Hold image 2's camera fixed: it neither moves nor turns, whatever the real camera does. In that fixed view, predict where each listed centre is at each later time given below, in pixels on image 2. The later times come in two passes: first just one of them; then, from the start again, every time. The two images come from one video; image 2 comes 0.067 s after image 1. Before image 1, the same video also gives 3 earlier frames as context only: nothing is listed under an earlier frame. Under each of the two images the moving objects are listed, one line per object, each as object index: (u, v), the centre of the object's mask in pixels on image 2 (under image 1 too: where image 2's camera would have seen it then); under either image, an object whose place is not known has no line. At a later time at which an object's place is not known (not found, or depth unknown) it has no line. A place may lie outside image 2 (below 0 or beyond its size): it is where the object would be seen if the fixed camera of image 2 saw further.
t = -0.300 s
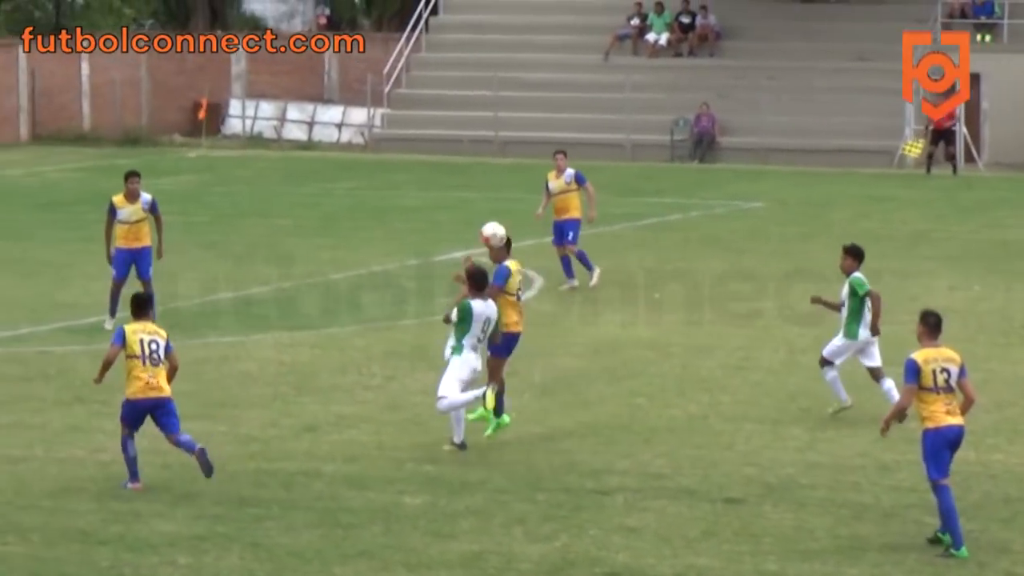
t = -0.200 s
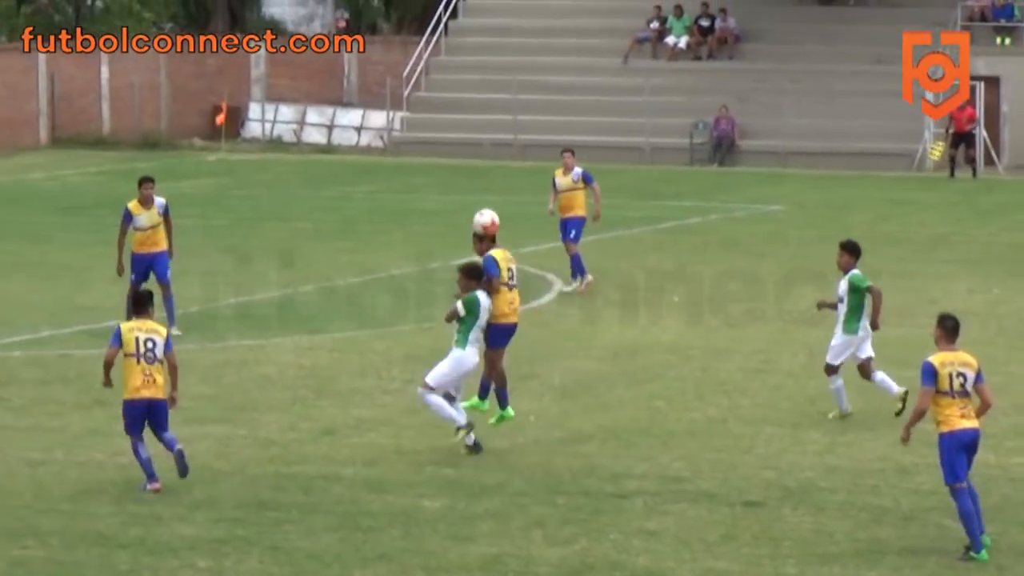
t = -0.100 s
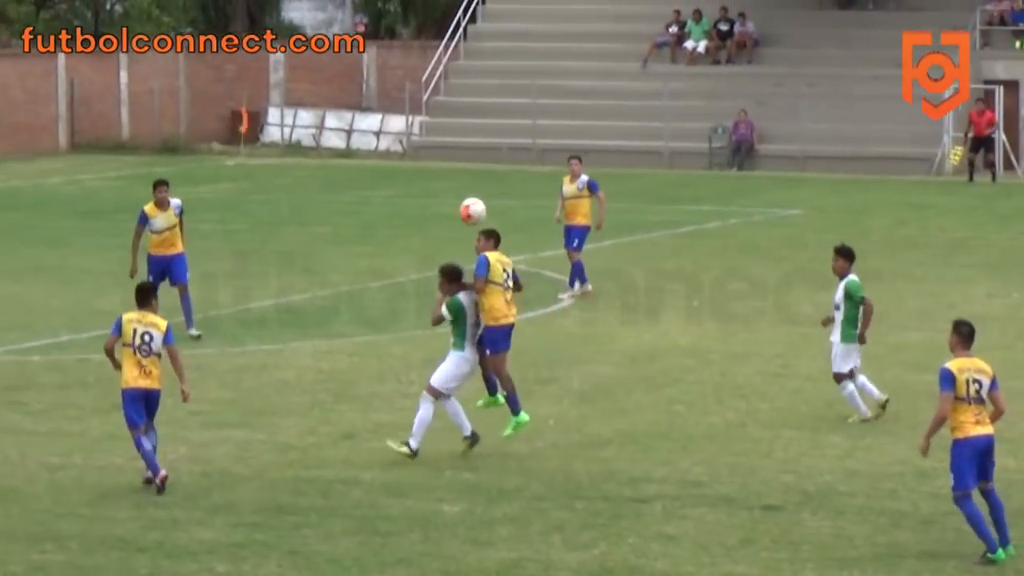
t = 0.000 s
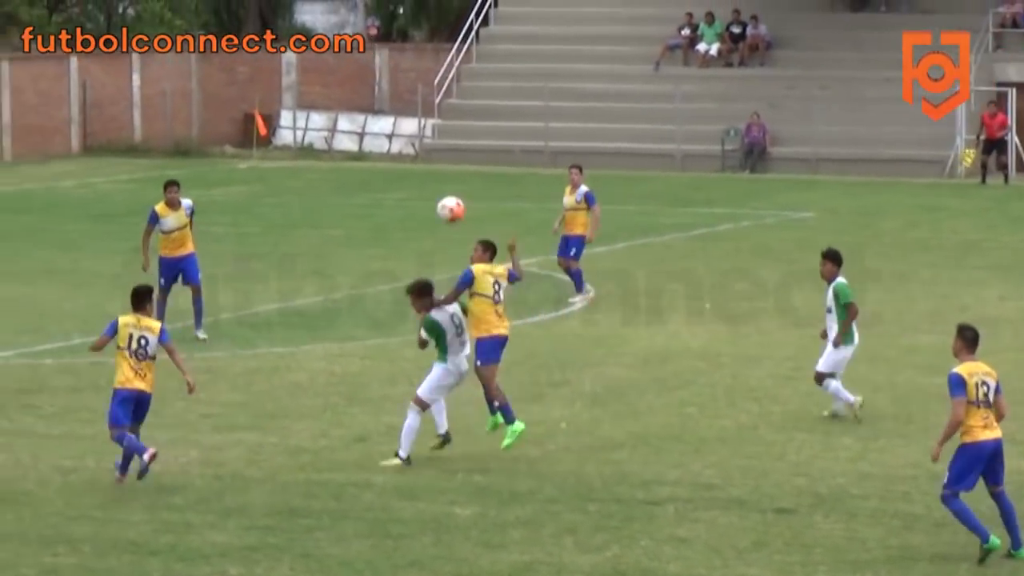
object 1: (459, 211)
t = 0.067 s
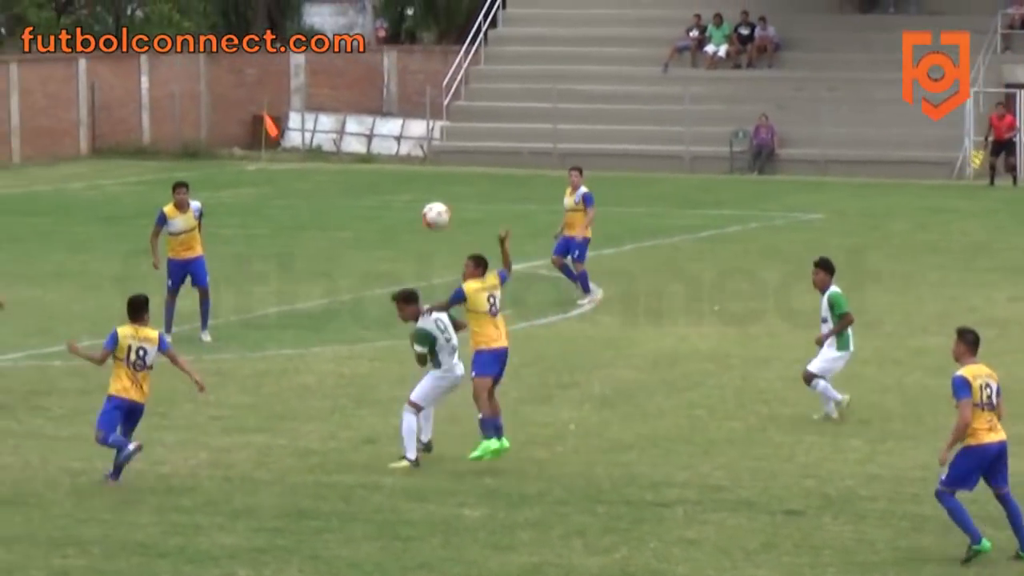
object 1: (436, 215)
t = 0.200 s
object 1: (390, 241)
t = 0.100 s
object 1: (424, 219)
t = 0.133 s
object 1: (412, 225)
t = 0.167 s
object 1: (401, 232)
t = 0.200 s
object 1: (390, 241)
